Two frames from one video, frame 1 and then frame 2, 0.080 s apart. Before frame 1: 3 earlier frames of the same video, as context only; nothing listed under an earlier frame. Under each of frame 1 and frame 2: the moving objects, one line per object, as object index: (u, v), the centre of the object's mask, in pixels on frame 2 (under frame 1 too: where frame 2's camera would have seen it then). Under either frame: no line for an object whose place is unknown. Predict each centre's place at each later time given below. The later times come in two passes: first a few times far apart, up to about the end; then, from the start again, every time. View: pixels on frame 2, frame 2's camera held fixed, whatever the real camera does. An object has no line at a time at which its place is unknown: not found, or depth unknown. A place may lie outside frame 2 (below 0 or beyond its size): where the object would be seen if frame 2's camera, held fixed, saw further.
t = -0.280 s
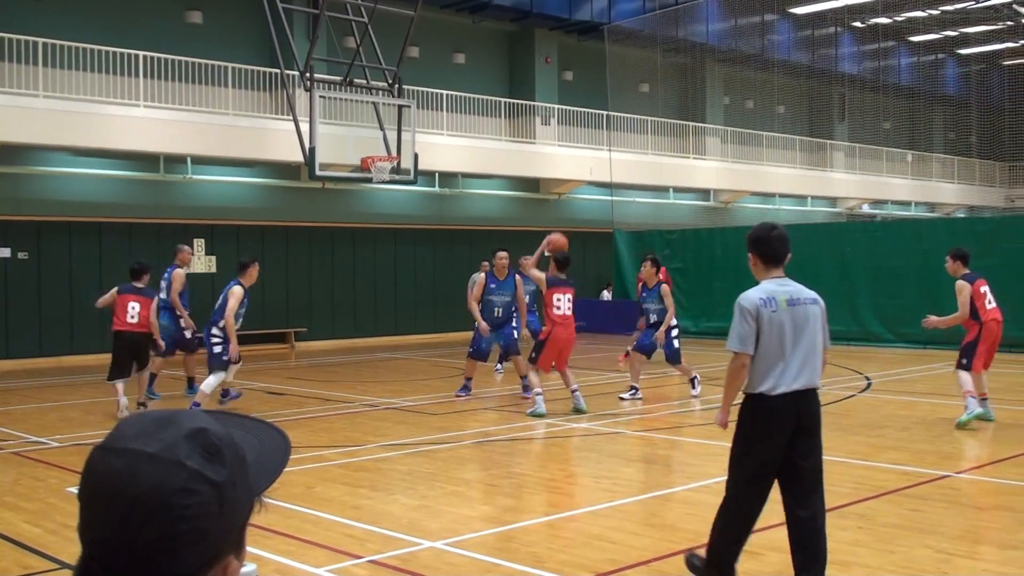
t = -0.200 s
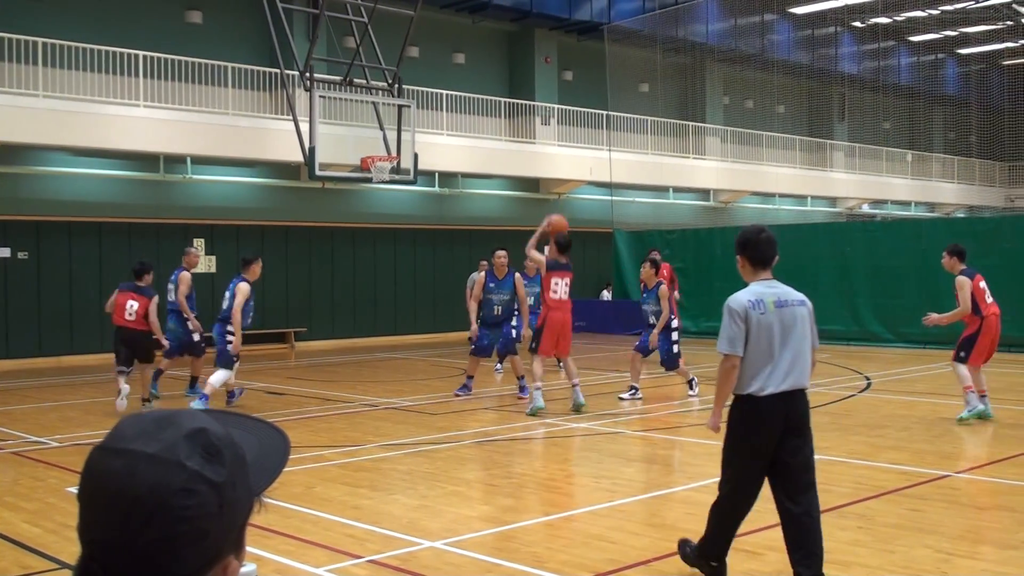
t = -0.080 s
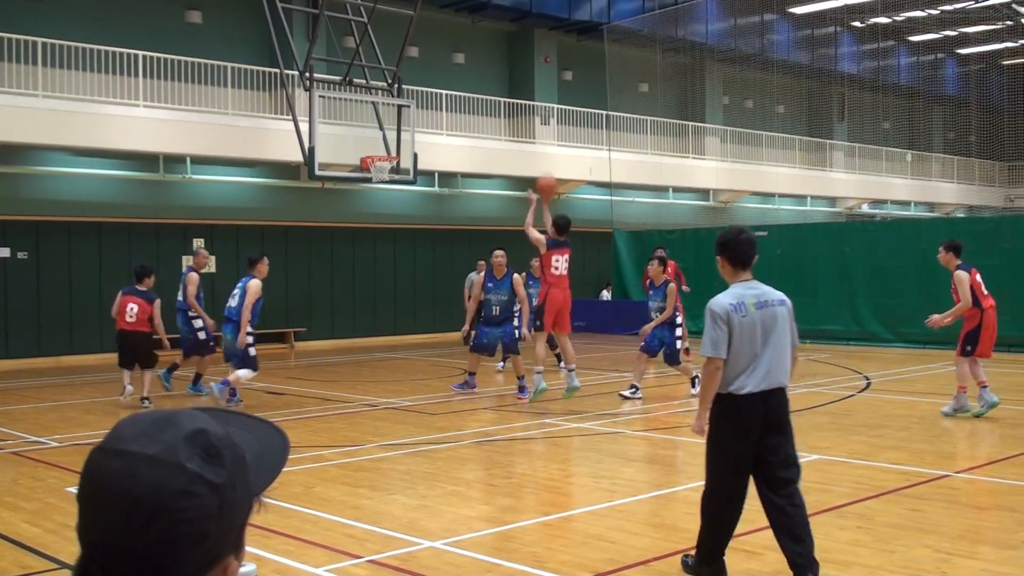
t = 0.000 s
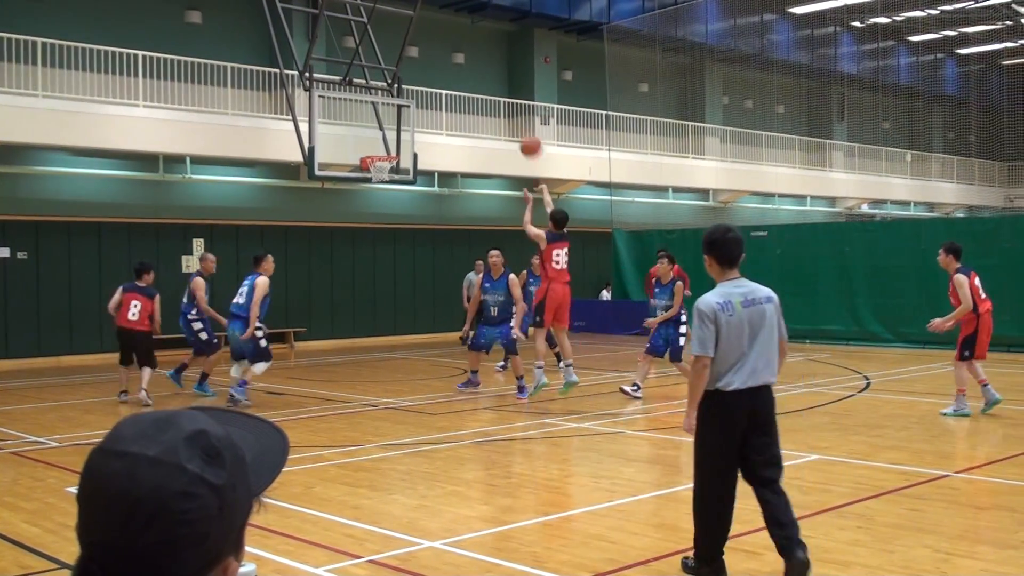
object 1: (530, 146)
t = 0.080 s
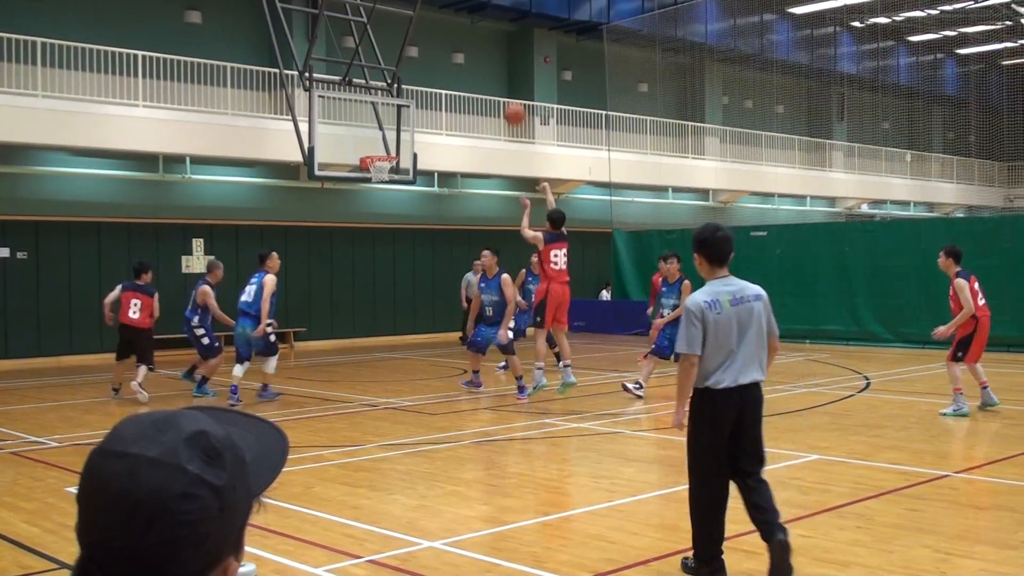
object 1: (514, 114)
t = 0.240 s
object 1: (486, 71)
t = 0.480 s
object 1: (448, 49)
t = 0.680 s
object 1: (422, 65)
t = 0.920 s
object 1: (393, 117)
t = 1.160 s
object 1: (374, 122)
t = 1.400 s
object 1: (359, 92)
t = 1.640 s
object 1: (343, 100)
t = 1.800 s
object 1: (330, 132)
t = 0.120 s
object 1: (507, 100)
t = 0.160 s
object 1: (500, 88)
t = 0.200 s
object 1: (493, 79)
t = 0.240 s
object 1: (486, 71)
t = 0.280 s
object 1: (479, 63)
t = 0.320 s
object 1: (473, 58)
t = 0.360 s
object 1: (466, 54)
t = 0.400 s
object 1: (460, 51)
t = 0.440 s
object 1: (454, 49)
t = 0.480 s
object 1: (448, 49)
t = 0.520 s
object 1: (443, 50)
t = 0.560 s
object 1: (437, 52)
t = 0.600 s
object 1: (432, 55)
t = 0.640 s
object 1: (427, 59)
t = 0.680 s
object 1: (422, 65)
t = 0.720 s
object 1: (417, 71)
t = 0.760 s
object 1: (412, 78)
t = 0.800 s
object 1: (407, 86)
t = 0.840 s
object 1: (403, 96)
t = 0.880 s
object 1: (397, 107)
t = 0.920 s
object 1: (393, 117)
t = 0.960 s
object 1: (389, 128)
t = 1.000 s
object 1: (385, 143)
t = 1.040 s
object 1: (382, 150)
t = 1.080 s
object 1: (379, 141)
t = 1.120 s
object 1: (376, 130)
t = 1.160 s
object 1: (374, 122)
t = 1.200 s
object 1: (371, 114)
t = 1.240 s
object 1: (369, 109)
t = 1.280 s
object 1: (366, 102)
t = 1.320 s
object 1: (364, 97)
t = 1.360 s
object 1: (362, 94)
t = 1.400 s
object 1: (359, 92)
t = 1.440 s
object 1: (357, 90)
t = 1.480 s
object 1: (354, 90)
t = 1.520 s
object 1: (351, 90)
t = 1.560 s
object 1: (348, 92)
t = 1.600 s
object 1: (346, 95)
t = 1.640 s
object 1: (343, 100)
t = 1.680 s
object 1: (340, 106)
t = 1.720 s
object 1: (336, 113)
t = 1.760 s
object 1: (333, 123)
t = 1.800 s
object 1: (330, 132)
